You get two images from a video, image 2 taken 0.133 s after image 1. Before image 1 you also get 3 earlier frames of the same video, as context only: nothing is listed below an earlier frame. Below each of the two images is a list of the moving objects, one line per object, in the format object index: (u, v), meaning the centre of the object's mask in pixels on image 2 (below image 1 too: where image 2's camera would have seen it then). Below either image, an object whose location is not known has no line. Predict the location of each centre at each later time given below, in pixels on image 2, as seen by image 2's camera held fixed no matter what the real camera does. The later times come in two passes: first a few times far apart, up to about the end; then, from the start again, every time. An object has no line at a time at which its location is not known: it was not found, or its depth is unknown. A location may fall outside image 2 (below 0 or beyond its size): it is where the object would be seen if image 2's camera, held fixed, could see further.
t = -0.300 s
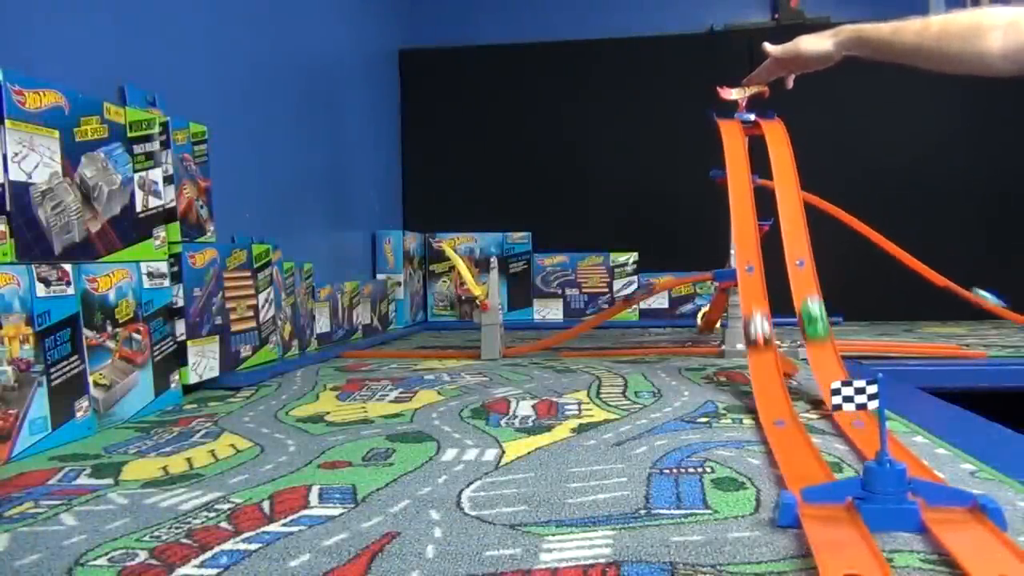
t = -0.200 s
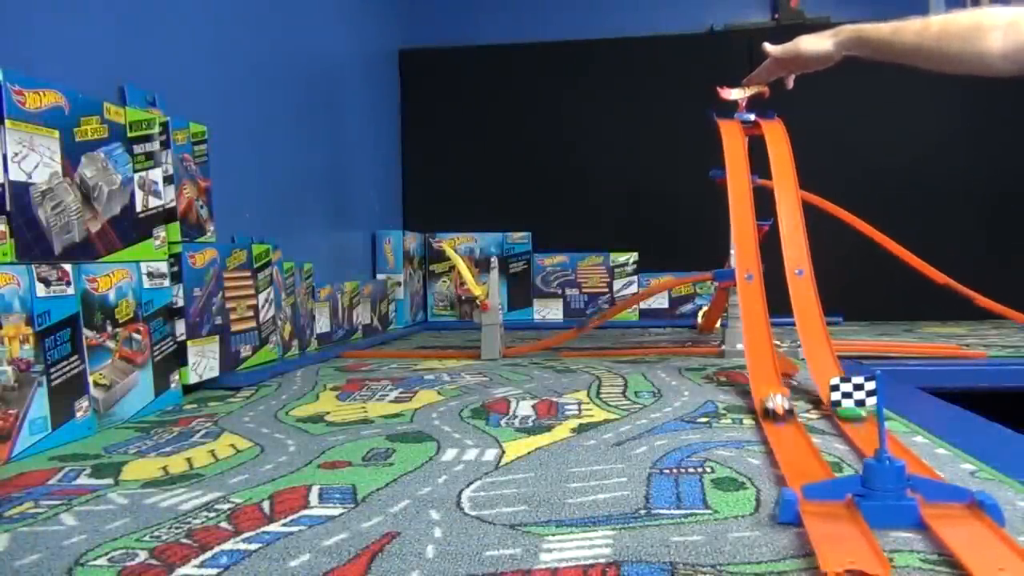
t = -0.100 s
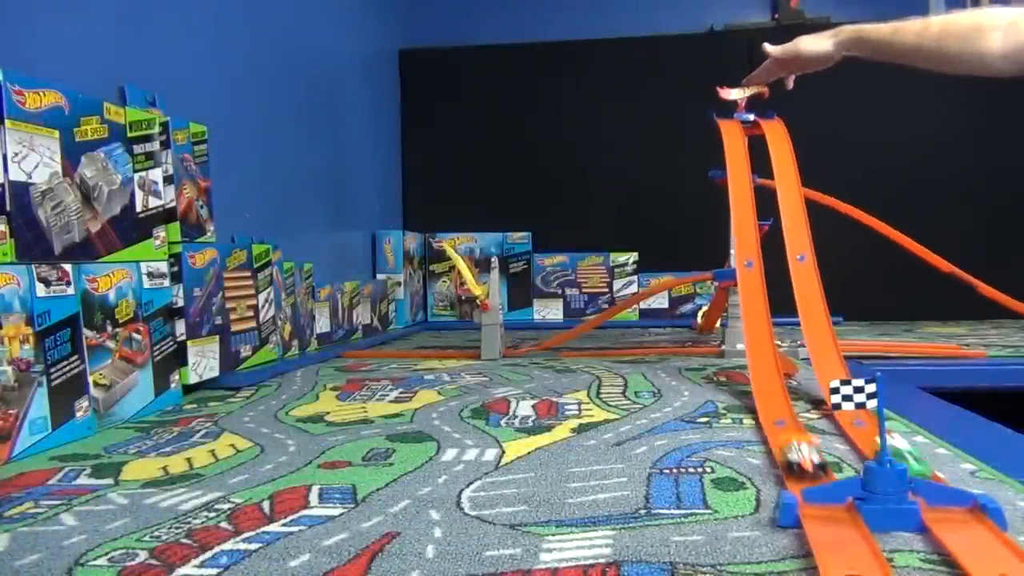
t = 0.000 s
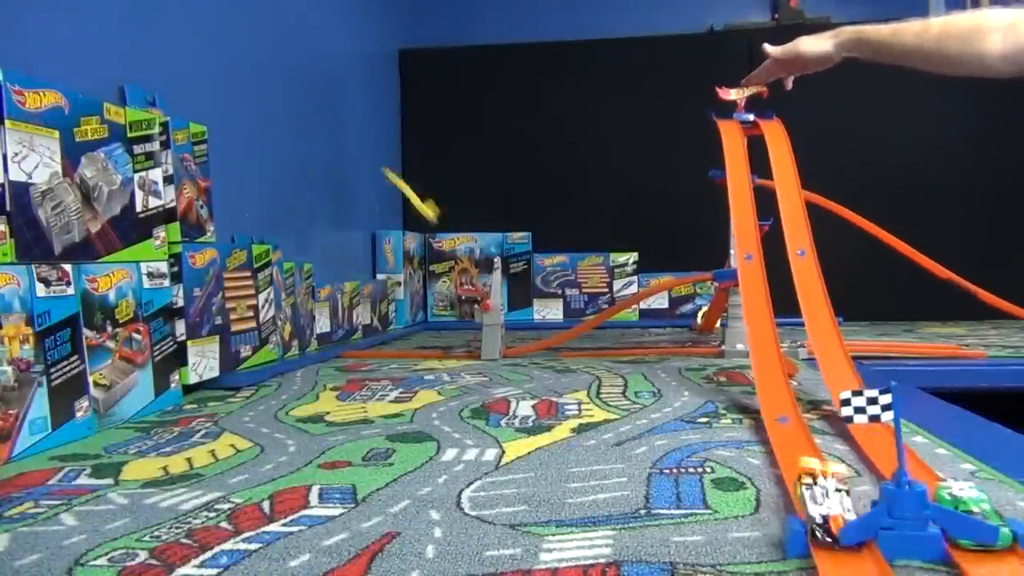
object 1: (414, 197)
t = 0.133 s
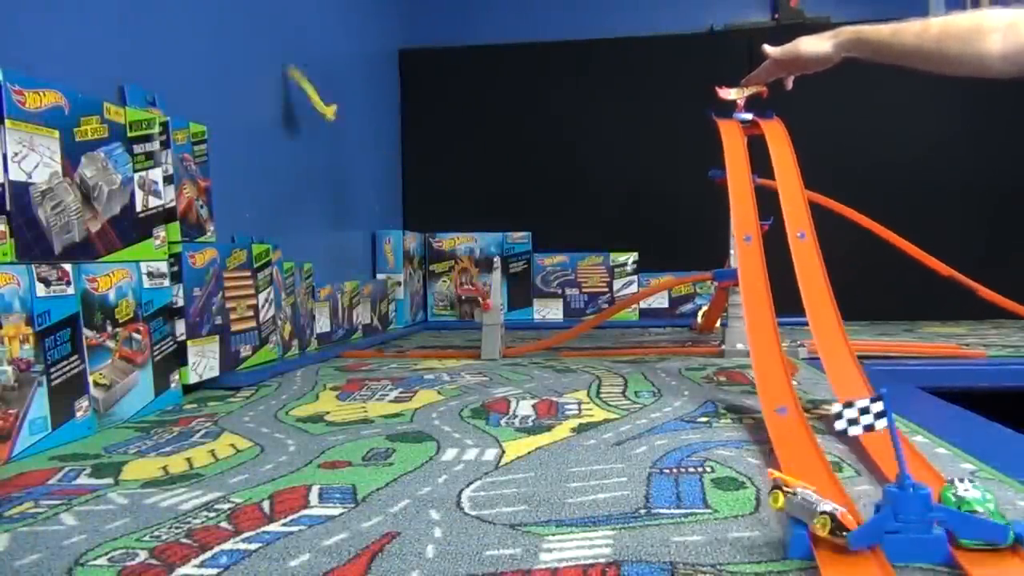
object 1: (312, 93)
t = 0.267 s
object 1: (310, 95)
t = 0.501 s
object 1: (348, 258)
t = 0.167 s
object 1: (308, 87)
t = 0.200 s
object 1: (303, 85)
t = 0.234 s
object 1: (306, 87)
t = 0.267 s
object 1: (310, 95)
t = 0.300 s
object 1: (314, 107)
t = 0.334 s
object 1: (319, 125)
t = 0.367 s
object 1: (323, 148)
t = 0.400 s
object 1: (327, 177)
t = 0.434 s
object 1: (331, 211)
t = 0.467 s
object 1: (336, 250)
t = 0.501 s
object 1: (348, 258)
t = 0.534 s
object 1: (366, 257)
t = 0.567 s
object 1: (387, 267)
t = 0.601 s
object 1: (409, 275)
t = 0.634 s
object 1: (424, 294)
